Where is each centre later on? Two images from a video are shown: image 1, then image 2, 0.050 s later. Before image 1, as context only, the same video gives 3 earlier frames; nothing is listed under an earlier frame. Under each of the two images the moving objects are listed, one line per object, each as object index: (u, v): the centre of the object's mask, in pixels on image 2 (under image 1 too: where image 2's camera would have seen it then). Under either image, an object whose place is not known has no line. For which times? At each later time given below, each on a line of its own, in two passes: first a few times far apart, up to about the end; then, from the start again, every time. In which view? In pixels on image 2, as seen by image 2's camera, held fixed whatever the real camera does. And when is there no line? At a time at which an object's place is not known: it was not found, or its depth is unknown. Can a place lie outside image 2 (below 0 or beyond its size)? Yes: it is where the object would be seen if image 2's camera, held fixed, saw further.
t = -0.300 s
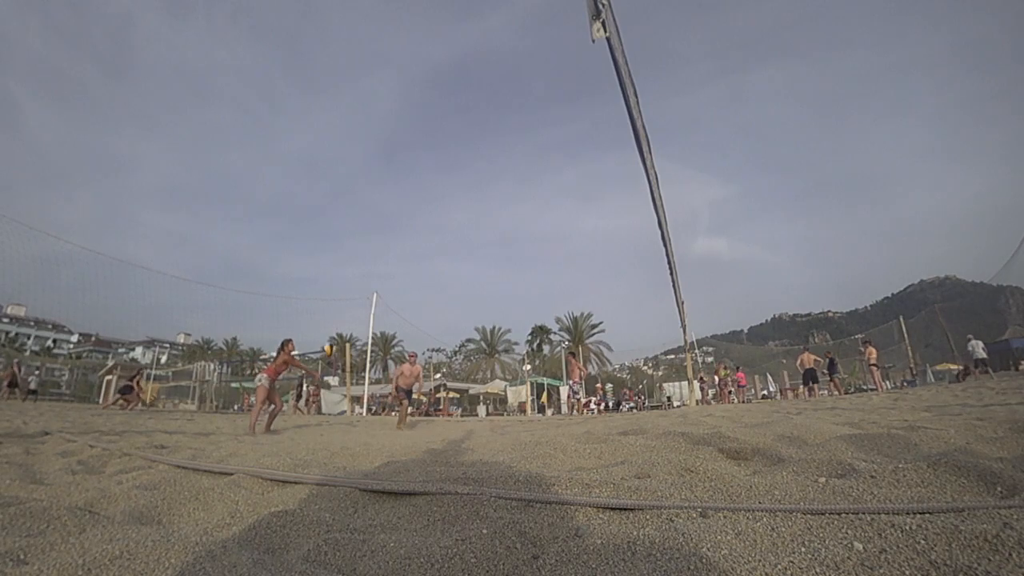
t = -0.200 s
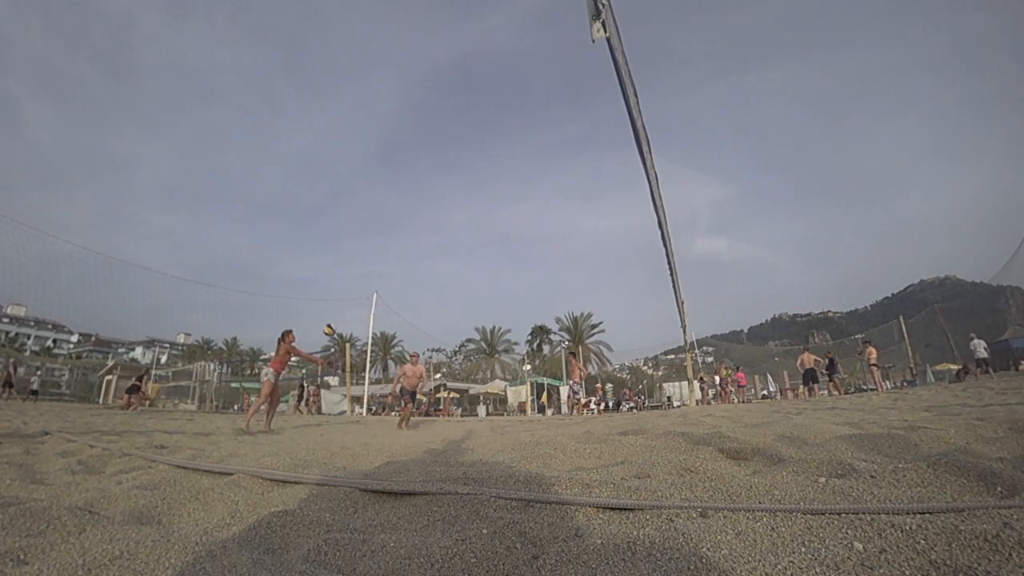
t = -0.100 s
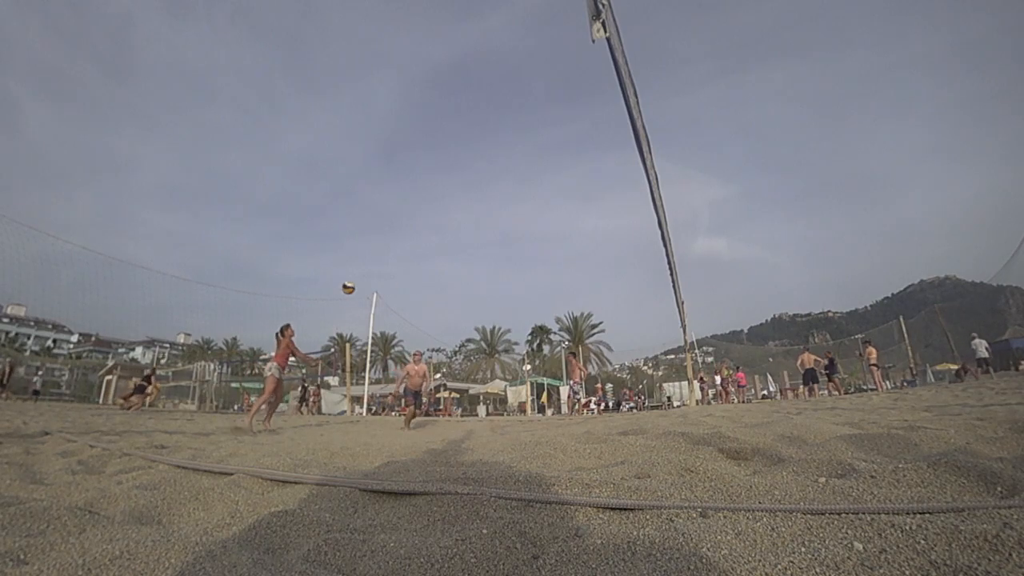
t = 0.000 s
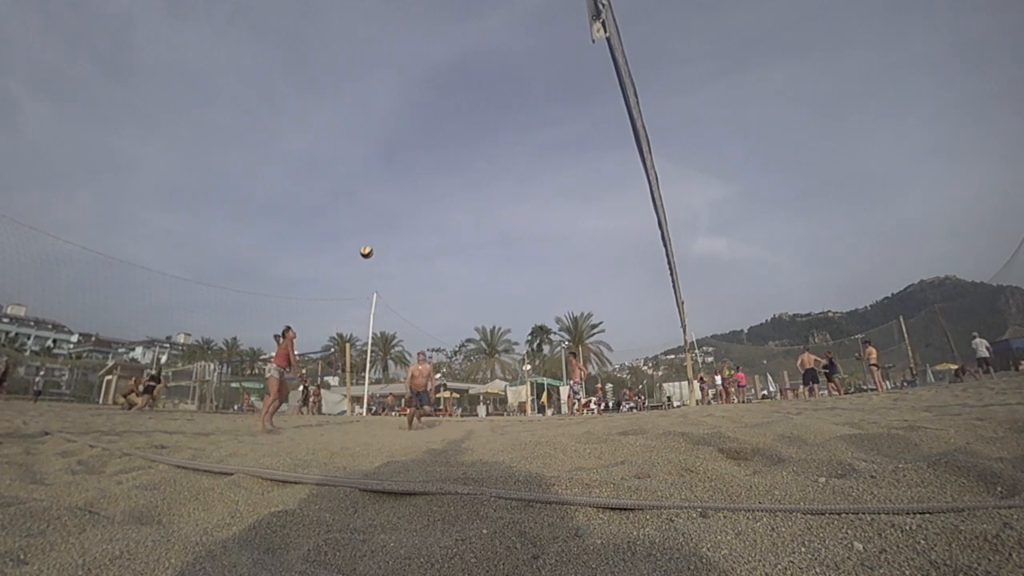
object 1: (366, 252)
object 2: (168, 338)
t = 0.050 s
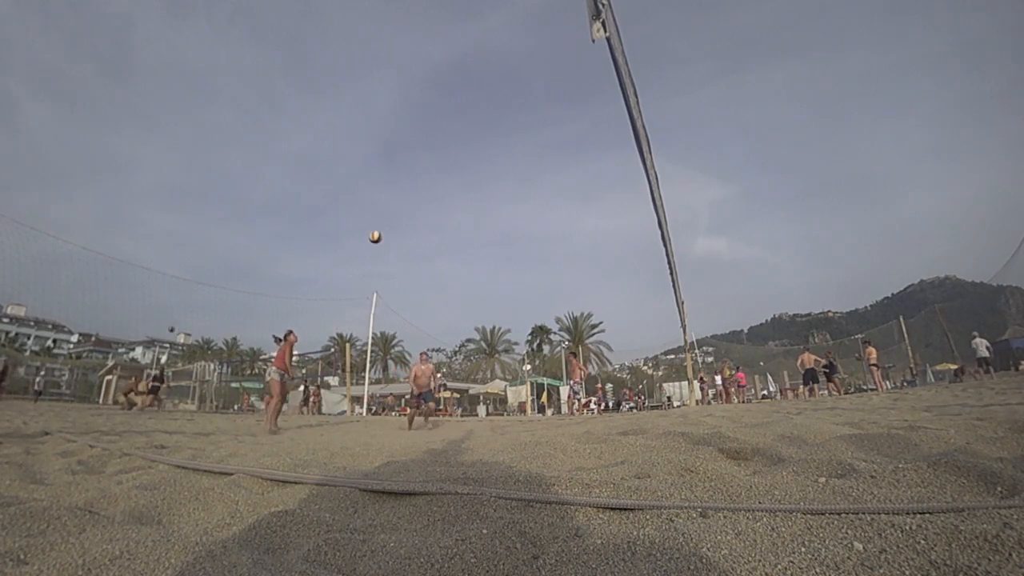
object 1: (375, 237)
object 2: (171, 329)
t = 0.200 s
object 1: (401, 200)
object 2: (178, 309)
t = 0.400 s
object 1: (433, 170)
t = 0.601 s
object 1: (466, 161)
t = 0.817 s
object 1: (505, 177)
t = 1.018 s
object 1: (549, 222)
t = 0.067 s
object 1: (378, 232)
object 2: (172, 326)
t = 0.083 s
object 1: (381, 227)
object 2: (173, 324)
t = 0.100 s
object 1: (383, 223)
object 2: (174, 322)
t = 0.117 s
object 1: (386, 219)
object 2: (174, 319)
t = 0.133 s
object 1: (389, 215)
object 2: (175, 317)
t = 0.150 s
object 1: (392, 211)
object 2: (176, 315)
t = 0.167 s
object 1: (395, 207)
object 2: (177, 313)
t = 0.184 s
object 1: (398, 204)
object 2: (178, 311)
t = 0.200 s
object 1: (401, 200)
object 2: (178, 309)
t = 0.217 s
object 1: (403, 197)
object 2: (179, 307)
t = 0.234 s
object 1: (406, 194)
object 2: (180, 306)
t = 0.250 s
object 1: (409, 191)
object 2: (181, 304)
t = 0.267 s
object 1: (412, 188)
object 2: (182, 303)
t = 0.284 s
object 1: (414, 185)
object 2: (182, 301)
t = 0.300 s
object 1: (417, 183)
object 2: (183, 300)
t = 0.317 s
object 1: (420, 180)
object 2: (184, 298)
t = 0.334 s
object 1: (422, 178)
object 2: (184, 297)
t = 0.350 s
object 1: (425, 176)
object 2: (185, 296)
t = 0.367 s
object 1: (428, 174)
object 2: (185, 295)
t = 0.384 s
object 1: (430, 172)
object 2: (186, 294)
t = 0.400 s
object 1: (433, 170)
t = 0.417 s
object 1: (436, 169)
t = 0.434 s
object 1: (439, 168)
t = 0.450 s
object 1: (441, 166)
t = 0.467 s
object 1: (444, 165)
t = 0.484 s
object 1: (446, 164)
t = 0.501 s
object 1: (449, 163)
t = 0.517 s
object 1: (452, 163)
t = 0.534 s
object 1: (455, 162)
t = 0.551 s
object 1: (458, 162)
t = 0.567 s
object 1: (460, 161)
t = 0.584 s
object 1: (463, 161)
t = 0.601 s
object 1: (466, 161)
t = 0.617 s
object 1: (469, 161)
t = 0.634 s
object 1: (472, 162)
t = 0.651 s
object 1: (475, 162)
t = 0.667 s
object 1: (478, 163)
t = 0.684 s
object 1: (481, 164)
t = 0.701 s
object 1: (484, 165)
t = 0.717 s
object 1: (486, 166)
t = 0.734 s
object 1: (489, 167)
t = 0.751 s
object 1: (493, 169)
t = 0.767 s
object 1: (496, 170)
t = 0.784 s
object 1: (499, 172)
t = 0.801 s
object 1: (502, 175)
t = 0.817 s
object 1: (505, 177)
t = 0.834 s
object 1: (509, 180)
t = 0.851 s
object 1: (512, 183)
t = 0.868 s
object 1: (515, 186)
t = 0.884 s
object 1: (519, 189)
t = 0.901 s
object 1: (523, 192)
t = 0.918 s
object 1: (526, 195)
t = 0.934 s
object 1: (530, 199)
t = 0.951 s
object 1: (534, 203)
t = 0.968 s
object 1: (537, 208)
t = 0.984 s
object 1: (541, 212)
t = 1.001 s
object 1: (545, 217)
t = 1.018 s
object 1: (549, 222)
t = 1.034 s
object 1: (553, 228)
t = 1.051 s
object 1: (556, 233)
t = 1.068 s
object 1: (561, 240)
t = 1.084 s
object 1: (565, 246)
